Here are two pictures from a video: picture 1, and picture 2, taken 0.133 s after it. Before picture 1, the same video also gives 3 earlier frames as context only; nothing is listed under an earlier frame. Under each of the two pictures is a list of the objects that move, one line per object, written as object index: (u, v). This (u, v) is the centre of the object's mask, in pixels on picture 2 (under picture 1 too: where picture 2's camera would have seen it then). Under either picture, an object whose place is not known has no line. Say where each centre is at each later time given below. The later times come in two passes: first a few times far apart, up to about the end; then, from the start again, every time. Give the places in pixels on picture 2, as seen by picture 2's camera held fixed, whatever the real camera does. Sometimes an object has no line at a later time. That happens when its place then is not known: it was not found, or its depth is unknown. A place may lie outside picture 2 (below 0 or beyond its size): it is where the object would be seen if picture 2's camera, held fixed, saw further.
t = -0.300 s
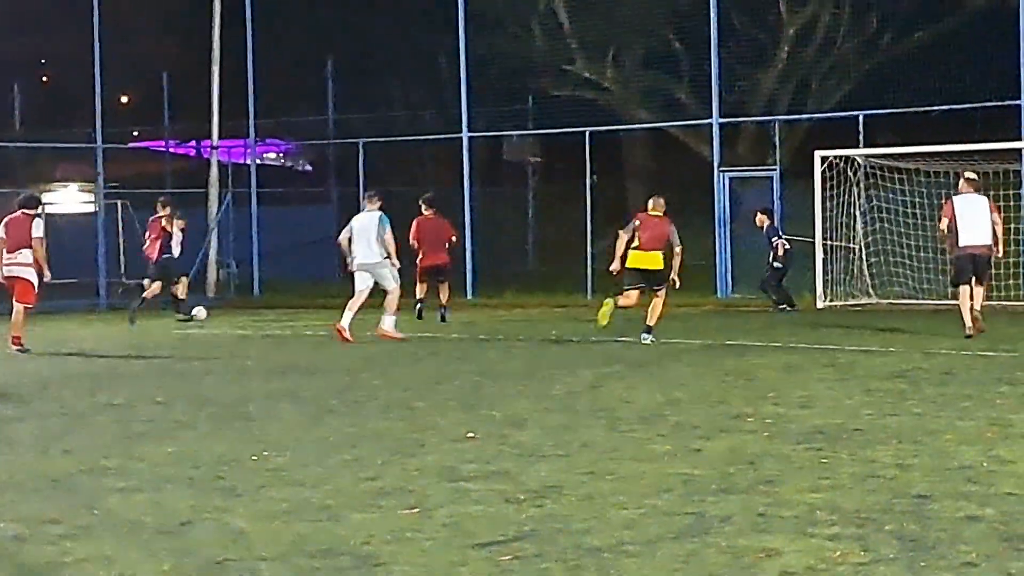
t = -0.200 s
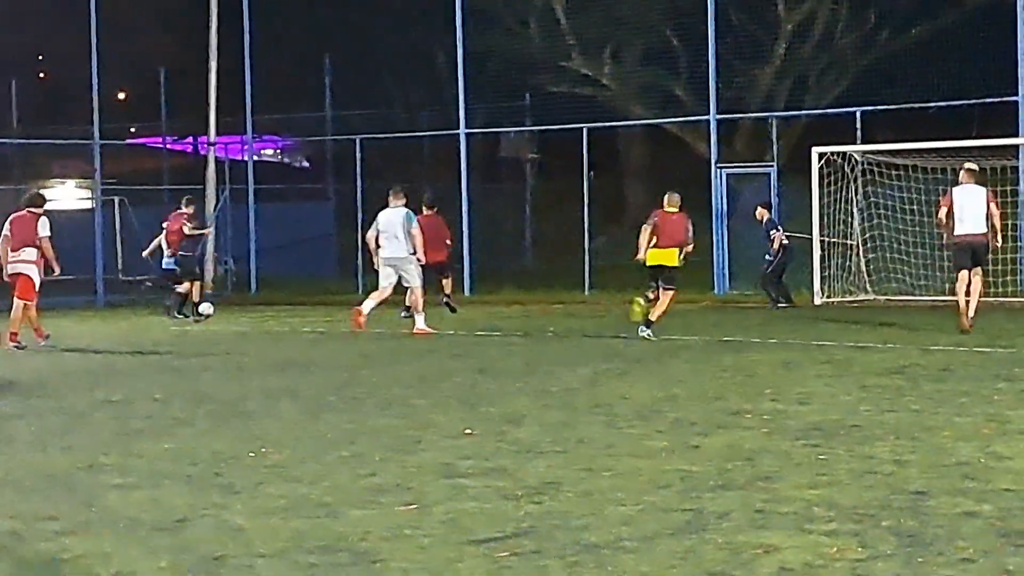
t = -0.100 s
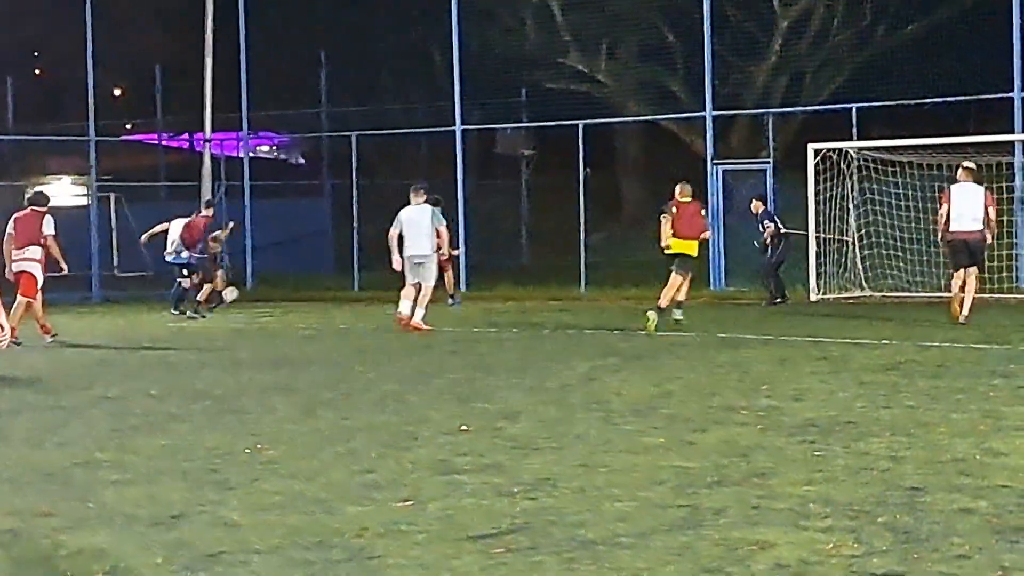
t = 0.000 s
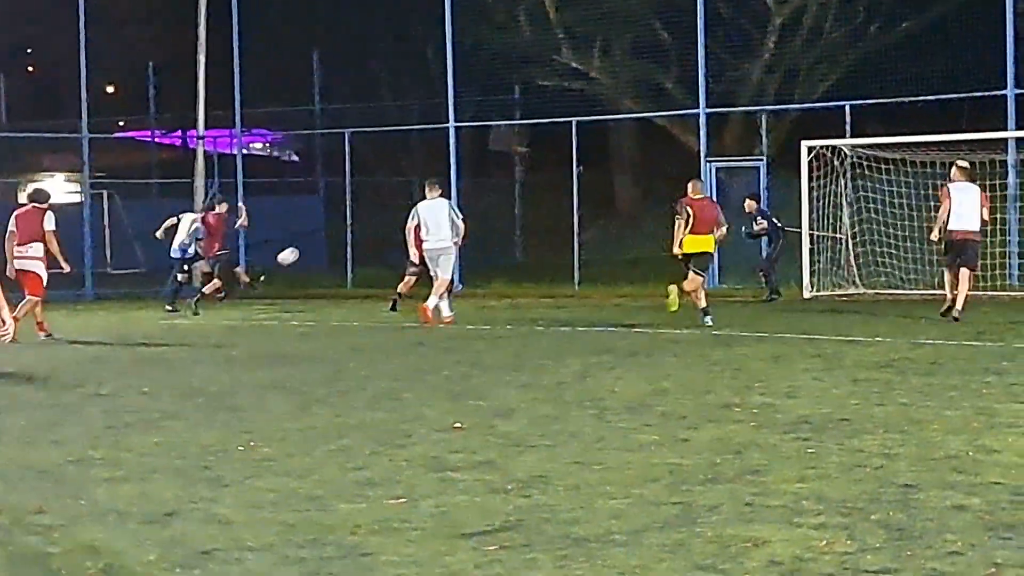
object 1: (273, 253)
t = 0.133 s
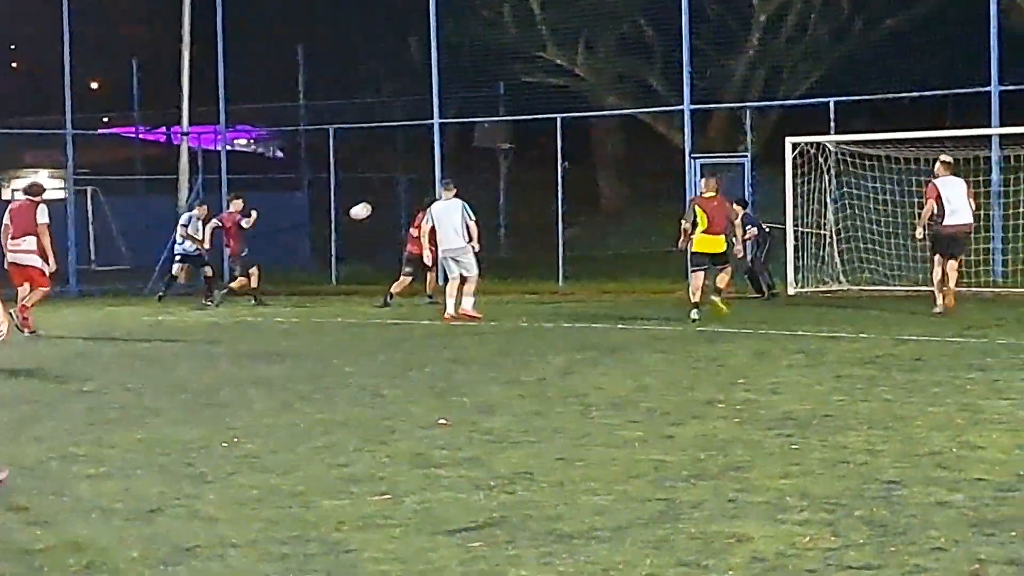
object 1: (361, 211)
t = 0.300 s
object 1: (469, 172)
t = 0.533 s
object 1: (622, 142)
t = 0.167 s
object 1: (382, 202)
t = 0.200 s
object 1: (404, 194)
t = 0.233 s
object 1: (425, 186)
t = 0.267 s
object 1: (448, 179)
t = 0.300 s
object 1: (469, 172)
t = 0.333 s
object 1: (491, 166)
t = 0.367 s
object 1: (513, 161)
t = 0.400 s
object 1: (535, 156)
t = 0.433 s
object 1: (556, 151)
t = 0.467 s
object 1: (578, 147)
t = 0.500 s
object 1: (600, 144)
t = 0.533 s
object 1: (622, 142)
